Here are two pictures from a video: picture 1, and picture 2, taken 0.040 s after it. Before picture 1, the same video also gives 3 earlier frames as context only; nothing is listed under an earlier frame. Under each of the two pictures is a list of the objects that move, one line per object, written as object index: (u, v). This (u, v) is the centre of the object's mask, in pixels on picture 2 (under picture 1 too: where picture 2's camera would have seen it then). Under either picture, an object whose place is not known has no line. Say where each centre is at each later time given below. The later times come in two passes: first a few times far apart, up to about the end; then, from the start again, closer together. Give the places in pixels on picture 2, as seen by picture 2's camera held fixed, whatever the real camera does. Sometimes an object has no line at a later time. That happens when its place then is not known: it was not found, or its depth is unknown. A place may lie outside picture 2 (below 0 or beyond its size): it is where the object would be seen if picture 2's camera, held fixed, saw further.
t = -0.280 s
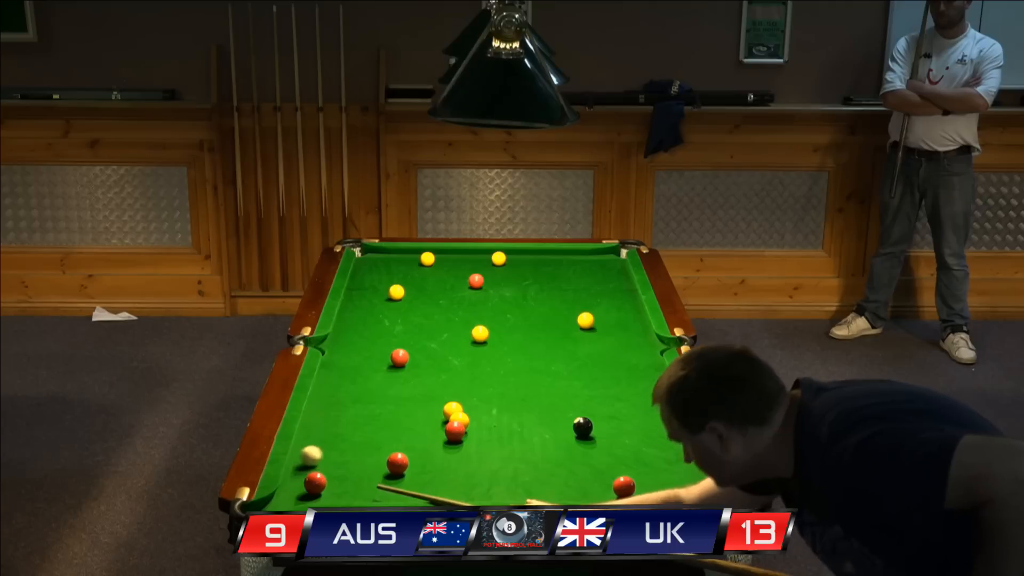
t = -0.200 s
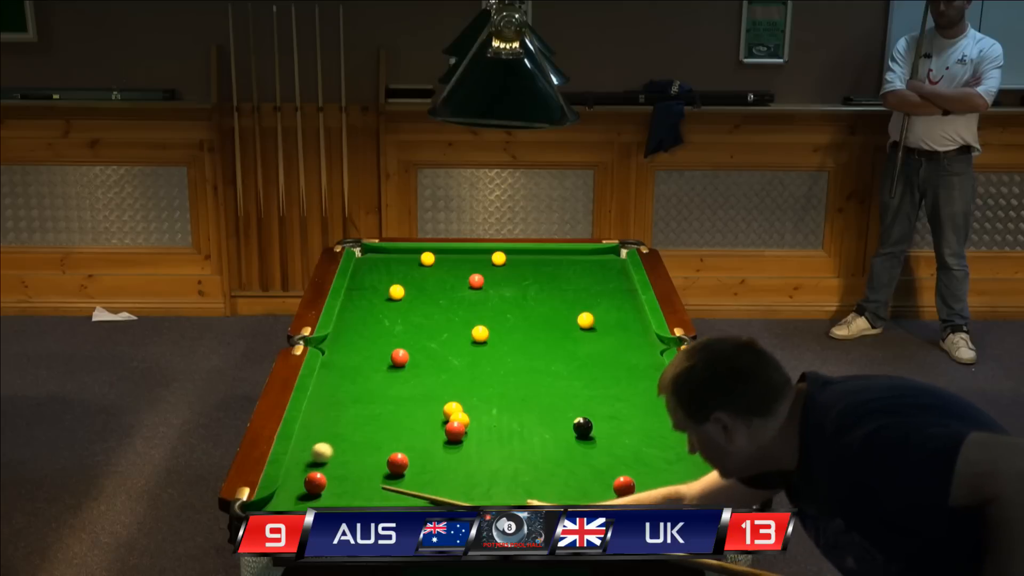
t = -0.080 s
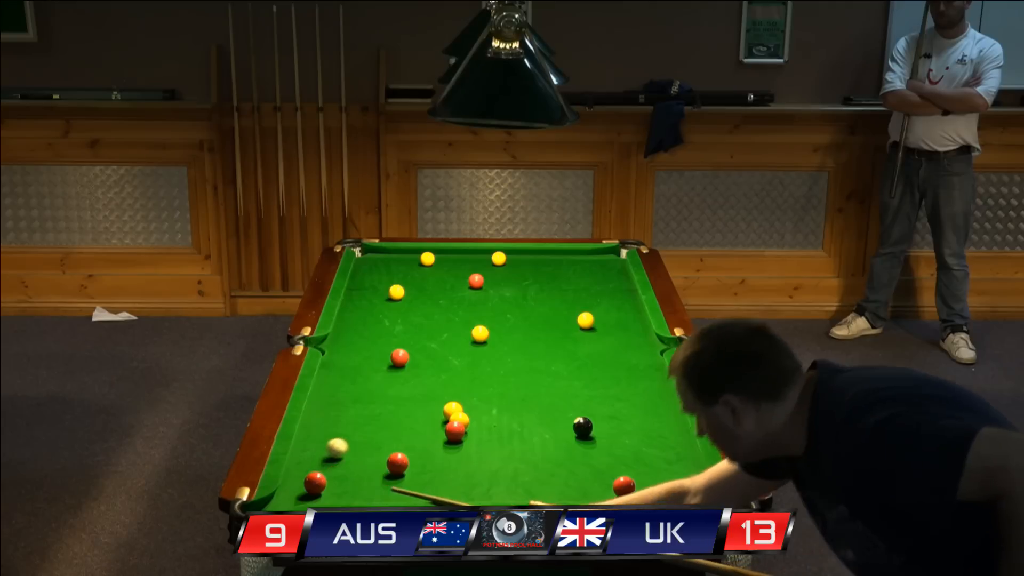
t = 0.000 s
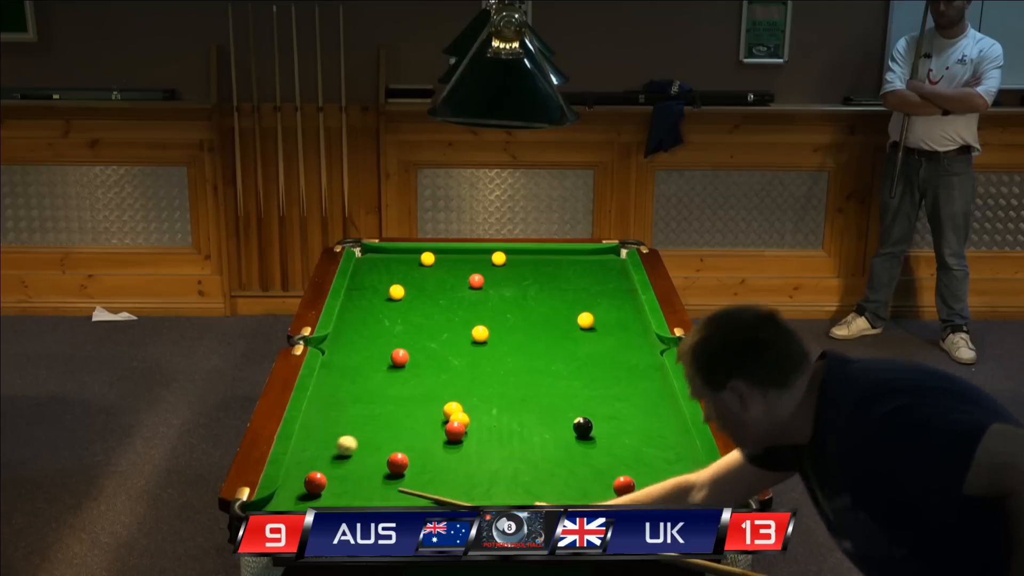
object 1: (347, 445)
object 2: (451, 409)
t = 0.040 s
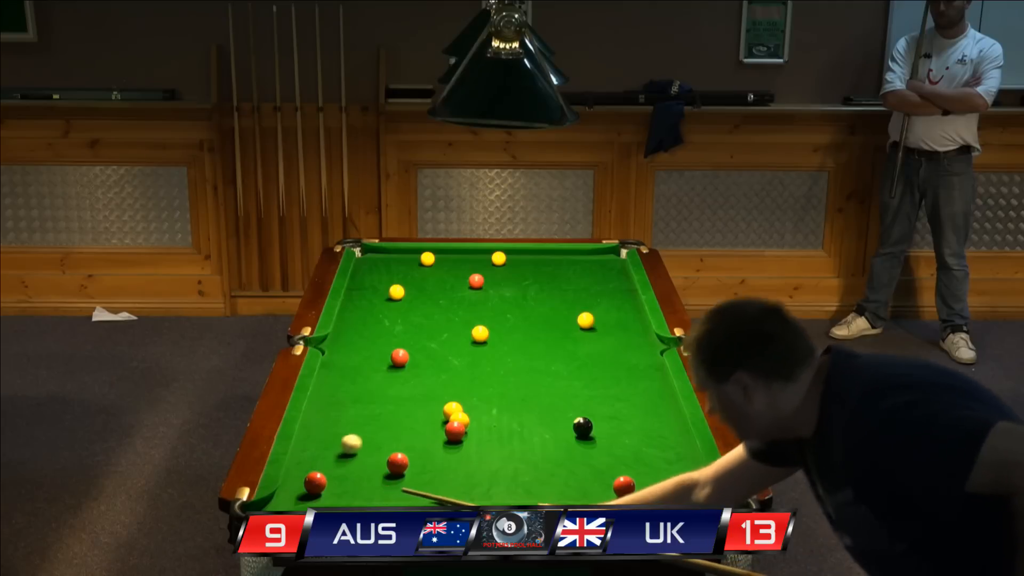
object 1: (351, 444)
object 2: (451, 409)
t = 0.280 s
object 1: (377, 436)
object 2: (451, 409)
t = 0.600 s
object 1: (406, 428)
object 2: (451, 409)
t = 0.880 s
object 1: (428, 422)
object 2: (451, 409)
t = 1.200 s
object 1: (442, 418)
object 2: (456, 407)
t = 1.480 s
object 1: (442, 418)
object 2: (462, 406)
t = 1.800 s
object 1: (442, 418)
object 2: (465, 405)
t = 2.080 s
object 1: (442, 418)
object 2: (466, 406)
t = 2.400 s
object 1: (442, 418)
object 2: (466, 406)
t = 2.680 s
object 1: (442, 418)
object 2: (466, 405)
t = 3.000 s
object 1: (442, 418)
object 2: (466, 406)
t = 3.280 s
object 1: (442, 418)
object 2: (466, 405)
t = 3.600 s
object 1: (442, 418)
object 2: (466, 406)
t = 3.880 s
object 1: (442, 418)
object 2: (466, 405)
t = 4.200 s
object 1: (442, 418)
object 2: (466, 406)
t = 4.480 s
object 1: (442, 418)
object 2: (466, 405)
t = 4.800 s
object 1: (442, 418)
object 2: (466, 405)
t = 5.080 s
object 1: (442, 418)
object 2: (466, 405)
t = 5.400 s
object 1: (442, 418)
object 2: (466, 405)
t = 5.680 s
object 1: (442, 418)
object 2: (466, 406)
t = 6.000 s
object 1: (442, 418)
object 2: (466, 406)
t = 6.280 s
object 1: (442, 418)
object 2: (466, 405)
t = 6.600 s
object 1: (442, 418)
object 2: (466, 405)
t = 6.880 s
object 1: (442, 418)
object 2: (466, 406)
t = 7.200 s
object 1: (442, 418)
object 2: (466, 405)
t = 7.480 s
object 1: (442, 418)
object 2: (466, 405)
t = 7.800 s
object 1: (442, 418)
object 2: (466, 405)
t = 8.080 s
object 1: (442, 418)
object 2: (466, 405)
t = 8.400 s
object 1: (442, 418)
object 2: (466, 405)
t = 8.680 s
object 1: (442, 418)
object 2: (466, 405)
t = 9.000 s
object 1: (442, 418)
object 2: (466, 406)
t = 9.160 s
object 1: (442, 418)
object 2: (466, 405)
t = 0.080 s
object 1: (356, 442)
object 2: (451, 409)
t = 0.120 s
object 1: (360, 441)
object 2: (451, 409)
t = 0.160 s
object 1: (364, 440)
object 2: (451, 409)
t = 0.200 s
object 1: (368, 439)
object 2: (451, 409)
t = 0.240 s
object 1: (373, 437)
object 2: (451, 409)
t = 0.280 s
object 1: (377, 436)
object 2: (451, 409)
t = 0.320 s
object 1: (381, 435)
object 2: (451, 409)
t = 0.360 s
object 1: (384, 434)
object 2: (451, 409)
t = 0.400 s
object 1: (388, 433)
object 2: (451, 409)
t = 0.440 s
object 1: (392, 432)
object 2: (451, 409)
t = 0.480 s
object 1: (396, 431)
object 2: (451, 409)
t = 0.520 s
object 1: (399, 430)
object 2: (451, 409)
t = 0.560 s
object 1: (403, 429)
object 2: (451, 409)
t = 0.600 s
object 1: (406, 428)
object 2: (451, 409)
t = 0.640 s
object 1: (409, 427)
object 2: (451, 409)
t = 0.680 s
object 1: (413, 426)
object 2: (451, 409)
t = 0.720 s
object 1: (416, 425)
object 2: (451, 409)
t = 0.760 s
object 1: (419, 424)
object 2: (451, 409)
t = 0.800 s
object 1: (422, 423)
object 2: (451, 409)
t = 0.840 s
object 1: (425, 422)
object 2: (451, 409)
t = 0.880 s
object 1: (428, 422)
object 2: (451, 409)
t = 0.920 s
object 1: (431, 421)
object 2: (452, 409)
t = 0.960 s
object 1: (434, 420)
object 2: (451, 409)
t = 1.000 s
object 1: (436, 420)
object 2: (452, 409)
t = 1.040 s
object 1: (439, 419)
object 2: (452, 408)
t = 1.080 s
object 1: (440, 418)
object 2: (453, 407)
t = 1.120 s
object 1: (441, 418)
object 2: (454, 407)
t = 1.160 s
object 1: (442, 418)
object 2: (455, 407)
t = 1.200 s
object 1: (442, 418)
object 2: (456, 407)
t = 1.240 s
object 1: (442, 418)
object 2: (457, 406)
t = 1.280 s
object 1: (442, 418)
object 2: (458, 406)
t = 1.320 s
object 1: (442, 418)
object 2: (459, 406)
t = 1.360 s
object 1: (442, 418)
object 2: (459, 406)
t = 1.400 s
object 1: (442, 418)
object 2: (460, 406)
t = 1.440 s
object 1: (442, 418)
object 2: (461, 406)
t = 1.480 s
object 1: (442, 418)
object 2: (462, 406)
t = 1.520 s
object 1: (442, 418)
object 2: (462, 406)
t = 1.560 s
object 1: (442, 418)
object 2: (463, 405)
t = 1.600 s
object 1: (442, 418)
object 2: (463, 405)
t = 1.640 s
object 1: (442, 418)
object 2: (464, 405)
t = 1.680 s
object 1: (442, 418)
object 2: (464, 405)
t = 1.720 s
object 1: (442, 418)
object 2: (464, 405)
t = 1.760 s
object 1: (442, 418)
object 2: (465, 405)
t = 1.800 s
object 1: (442, 418)
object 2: (465, 405)
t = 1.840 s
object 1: (442, 418)
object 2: (465, 406)
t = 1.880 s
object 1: (442, 418)
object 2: (466, 406)
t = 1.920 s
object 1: (442, 418)
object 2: (466, 406)
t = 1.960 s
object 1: (442, 418)
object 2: (466, 406)
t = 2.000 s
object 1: (442, 418)
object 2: (466, 406)
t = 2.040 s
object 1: (442, 418)
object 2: (466, 406)
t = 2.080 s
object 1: (442, 418)
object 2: (466, 406)
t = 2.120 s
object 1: (442, 418)
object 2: (466, 406)
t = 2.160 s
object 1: (442, 418)
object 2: (466, 406)
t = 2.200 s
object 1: (442, 418)
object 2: (466, 406)
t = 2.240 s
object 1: (442, 418)
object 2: (466, 406)
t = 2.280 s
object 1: (442, 418)
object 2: (466, 406)
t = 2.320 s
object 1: (442, 418)
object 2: (466, 406)
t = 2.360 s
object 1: (442, 418)
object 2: (466, 406)
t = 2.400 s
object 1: (442, 418)
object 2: (466, 406)
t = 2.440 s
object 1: (442, 418)
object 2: (466, 406)
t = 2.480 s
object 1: (442, 418)
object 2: (466, 406)
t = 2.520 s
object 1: (442, 418)
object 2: (466, 405)
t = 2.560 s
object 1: (442, 418)
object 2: (466, 405)
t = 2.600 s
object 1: (442, 418)
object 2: (466, 405)
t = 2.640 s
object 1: (442, 418)
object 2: (466, 405)
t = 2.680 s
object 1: (442, 418)
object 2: (466, 405)
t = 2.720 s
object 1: (442, 418)
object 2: (466, 405)
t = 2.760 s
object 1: (442, 418)
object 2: (466, 405)
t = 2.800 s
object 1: (442, 418)
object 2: (466, 405)
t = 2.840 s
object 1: (442, 418)
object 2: (466, 405)
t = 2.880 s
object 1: (442, 418)
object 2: (466, 406)
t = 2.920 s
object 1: (442, 418)
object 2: (466, 406)
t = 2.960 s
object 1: (442, 418)
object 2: (466, 406)
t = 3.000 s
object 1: (442, 418)
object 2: (466, 406)
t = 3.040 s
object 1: (442, 418)
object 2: (466, 406)
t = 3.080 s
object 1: (442, 418)
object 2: (466, 405)
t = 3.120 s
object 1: (442, 418)
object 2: (466, 405)
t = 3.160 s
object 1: (442, 418)
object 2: (466, 406)
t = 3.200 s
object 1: (442, 418)
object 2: (466, 405)
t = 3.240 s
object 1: (442, 418)
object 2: (466, 406)
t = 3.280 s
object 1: (442, 418)
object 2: (466, 405)
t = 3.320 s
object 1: (442, 418)
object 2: (466, 406)
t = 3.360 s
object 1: (442, 418)
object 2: (466, 405)
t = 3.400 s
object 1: (442, 418)
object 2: (466, 406)
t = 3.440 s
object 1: (442, 418)
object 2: (466, 406)
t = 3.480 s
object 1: (442, 418)
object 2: (466, 405)
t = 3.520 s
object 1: (442, 418)
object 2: (466, 406)
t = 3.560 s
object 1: (442, 418)
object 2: (466, 405)
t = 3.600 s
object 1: (442, 418)
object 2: (466, 406)
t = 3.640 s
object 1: (442, 418)
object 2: (466, 405)
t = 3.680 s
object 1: (442, 418)
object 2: (466, 405)
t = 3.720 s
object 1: (442, 418)
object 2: (466, 405)
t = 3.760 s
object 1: (442, 418)
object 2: (466, 405)
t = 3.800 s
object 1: (442, 418)
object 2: (466, 406)
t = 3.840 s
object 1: (442, 418)
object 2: (466, 405)
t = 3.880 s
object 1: (442, 418)
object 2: (466, 405)
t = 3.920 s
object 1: (442, 418)
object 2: (466, 406)
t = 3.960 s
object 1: (442, 418)
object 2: (466, 406)
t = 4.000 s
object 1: (442, 418)
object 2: (466, 405)
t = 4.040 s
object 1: (442, 418)
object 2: (466, 405)
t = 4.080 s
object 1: (442, 418)
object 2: (466, 406)
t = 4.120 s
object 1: (442, 418)
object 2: (466, 406)
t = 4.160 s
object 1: (442, 418)
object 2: (466, 405)
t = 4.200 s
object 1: (442, 418)
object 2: (466, 406)
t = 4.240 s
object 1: (442, 418)
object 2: (466, 406)
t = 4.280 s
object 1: (442, 418)
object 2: (466, 405)
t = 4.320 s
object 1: (442, 418)
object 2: (466, 406)
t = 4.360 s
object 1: (442, 418)
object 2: (466, 406)
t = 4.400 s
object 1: (442, 418)
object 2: (466, 406)
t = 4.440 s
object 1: (442, 418)
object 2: (466, 405)
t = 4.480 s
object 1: (442, 418)
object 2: (466, 405)
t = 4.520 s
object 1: (442, 418)
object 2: (466, 406)
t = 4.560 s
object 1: (442, 418)
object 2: (466, 405)
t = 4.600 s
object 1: (442, 418)
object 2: (466, 405)
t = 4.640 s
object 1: (442, 418)
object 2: (466, 406)
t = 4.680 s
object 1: (442, 418)
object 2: (466, 405)
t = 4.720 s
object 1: (442, 418)
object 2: (466, 405)
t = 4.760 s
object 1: (442, 418)
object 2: (466, 405)
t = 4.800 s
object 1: (442, 418)
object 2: (466, 405)
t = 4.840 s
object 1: (442, 418)
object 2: (466, 405)
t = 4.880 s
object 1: (442, 418)
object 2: (466, 405)
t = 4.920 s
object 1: (442, 418)
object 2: (466, 405)
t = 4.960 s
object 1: (442, 418)
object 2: (466, 405)
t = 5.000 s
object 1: (442, 418)
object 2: (466, 405)
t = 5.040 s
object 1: (442, 418)
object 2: (466, 405)
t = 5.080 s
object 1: (442, 418)
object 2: (466, 405)
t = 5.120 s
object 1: (442, 418)
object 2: (466, 405)
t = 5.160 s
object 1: (442, 418)
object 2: (466, 405)
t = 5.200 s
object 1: (442, 418)
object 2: (466, 405)
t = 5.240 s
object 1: (442, 418)
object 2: (466, 405)
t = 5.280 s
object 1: (442, 418)
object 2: (466, 405)
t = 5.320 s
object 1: (442, 418)
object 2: (466, 405)
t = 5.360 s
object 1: (442, 418)
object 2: (466, 405)
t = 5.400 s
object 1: (442, 418)
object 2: (466, 405)
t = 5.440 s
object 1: (442, 418)
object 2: (466, 405)
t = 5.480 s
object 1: (442, 418)
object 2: (466, 406)
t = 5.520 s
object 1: (442, 418)
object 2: (466, 405)
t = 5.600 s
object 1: (442, 418)
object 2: (466, 406)
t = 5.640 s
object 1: (442, 418)
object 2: (466, 406)
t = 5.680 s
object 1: (442, 418)
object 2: (466, 406)
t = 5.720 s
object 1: (442, 418)
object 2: (466, 405)
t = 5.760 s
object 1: (442, 418)
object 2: (466, 406)
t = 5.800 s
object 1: (442, 418)
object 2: (466, 405)
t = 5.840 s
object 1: (442, 418)
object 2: (466, 406)
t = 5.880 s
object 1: (442, 418)
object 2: (466, 405)
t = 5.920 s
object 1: (442, 418)
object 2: (466, 406)
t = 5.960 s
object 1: (442, 418)
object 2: (466, 405)
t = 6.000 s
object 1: (442, 418)
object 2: (466, 406)
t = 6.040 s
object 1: (442, 418)
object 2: (466, 405)
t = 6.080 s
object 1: (442, 418)
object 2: (466, 405)
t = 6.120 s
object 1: (442, 418)
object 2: (466, 406)
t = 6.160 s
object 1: (442, 418)
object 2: (466, 406)
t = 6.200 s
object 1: (442, 418)
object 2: (466, 405)
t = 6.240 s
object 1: (442, 418)
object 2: (466, 406)
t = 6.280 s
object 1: (442, 418)
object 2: (466, 405)
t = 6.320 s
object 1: (442, 418)
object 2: (466, 406)
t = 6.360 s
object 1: (442, 418)
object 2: (466, 405)
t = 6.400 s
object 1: (442, 418)
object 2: (466, 406)
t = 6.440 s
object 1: (442, 418)
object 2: (466, 406)
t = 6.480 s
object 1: (442, 418)
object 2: (466, 406)
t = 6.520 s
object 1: (442, 418)
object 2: (466, 406)
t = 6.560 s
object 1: (442, 418)
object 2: (466, 406)
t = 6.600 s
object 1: (442, 418)
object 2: (466, 405)
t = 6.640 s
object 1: (442, 418)
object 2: (466, 405)
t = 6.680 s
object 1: (442, 418)
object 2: (466, 406)
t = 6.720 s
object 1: (442, 418)
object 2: (466, 405)
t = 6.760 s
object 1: (442, 418)
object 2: (466, 406)
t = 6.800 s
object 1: (442, 418)
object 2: (466, 405)
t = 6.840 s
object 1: (442, 418)
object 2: (466, 406)
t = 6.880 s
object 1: (442, 418)
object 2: (466, 406)
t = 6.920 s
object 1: (442, 418)
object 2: (466, 405)
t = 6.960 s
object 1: (442, 418)
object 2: (466, 406)
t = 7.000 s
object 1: (442, 418)
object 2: (466, 405)
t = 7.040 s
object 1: (442, 418)
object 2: (466, 405)
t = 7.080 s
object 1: (442, 418)
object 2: (466, 405)
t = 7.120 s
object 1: (442, 418)
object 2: (466, 405)
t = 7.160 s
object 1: (442, 418)
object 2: (466, 405)
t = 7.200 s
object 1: (442, 418)
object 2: (466, 405)
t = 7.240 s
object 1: (442, 418)
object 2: (466, 406)
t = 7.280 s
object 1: (442, 418)
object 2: (466, 406)
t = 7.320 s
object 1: (442, 418)
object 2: (466, 405)
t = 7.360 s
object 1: (442, 418)
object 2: (466, 406)
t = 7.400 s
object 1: (442, 418)
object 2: (466, 405)
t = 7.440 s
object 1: (442, 418)
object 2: (466, 405)
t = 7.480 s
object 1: (442, 418)
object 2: (466, 405)
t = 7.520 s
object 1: (442, 418)
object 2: (466, 405)
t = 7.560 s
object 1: (442, 418)
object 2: (466, 406)
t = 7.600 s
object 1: (442, 418)
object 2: (466, 406)
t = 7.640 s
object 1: (442, 418)
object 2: (466, 405)
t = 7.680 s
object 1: (442, 418)
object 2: (466, 406)
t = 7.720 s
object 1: (442, 418)
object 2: (466, 406)
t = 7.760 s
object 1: (442, 418)
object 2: (466, 406)
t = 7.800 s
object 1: (442, 418)
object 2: (466, 405)
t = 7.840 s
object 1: (442, 418)
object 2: (466, 406)
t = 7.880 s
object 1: (442, 418)
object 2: (466, 406)
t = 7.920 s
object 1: (442, 418)
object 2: (466, 405)
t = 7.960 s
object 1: (442, 418)
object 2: (466, 406)
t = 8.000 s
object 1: (442, 418)
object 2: (466, 405)
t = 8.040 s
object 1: (442, 418)
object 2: (466, 406)
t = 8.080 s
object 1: (442, 418)
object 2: (466, 405)
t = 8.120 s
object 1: (442, 418)
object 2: (466, 405)
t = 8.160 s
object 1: (442, 418)
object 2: (466, 406)
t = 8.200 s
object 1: (442, 418)
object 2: (466, 405)
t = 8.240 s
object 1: (442, 418)
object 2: (466, 406)
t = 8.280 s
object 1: (442, 418)
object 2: (466, 405)
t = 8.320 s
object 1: (442, 418)
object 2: (466, 406)
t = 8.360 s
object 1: (442, 418)
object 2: (466, 405)
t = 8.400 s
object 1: (442, 418)
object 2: (466, 405)
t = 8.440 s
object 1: (442, 418)
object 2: (466, 406)
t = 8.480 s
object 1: (442, 418)
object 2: (466, 405)
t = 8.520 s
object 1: (442, 418)
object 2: (466, 406)
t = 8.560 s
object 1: (442, 418)
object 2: (466, 405)
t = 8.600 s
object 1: (442, 418)
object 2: (466, 406)
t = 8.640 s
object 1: (442, 418)
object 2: (466, 406)
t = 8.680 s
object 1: (442, 418)
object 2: (466, 405)
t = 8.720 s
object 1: (442, 418)
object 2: (466, 406)
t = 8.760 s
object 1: (442, 418)
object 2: (466, 406)
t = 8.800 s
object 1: (442, 418)
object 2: (466, 406)
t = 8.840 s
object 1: (442, 418)
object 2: (466, 405)
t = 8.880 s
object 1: (442, 418)
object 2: (466, 405)
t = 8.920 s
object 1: (442, 418)
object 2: (466, 406)
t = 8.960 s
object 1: (442, 418)
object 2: (466, 405)
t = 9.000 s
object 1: (442, 418)
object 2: (466, 406)
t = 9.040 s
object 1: (442, 418)
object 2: (466, 405)
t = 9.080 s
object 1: (442, 418)
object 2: (466, 406)
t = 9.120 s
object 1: (442, 418)
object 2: (466, 405)
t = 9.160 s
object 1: (442, 418)
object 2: (466, 405)
